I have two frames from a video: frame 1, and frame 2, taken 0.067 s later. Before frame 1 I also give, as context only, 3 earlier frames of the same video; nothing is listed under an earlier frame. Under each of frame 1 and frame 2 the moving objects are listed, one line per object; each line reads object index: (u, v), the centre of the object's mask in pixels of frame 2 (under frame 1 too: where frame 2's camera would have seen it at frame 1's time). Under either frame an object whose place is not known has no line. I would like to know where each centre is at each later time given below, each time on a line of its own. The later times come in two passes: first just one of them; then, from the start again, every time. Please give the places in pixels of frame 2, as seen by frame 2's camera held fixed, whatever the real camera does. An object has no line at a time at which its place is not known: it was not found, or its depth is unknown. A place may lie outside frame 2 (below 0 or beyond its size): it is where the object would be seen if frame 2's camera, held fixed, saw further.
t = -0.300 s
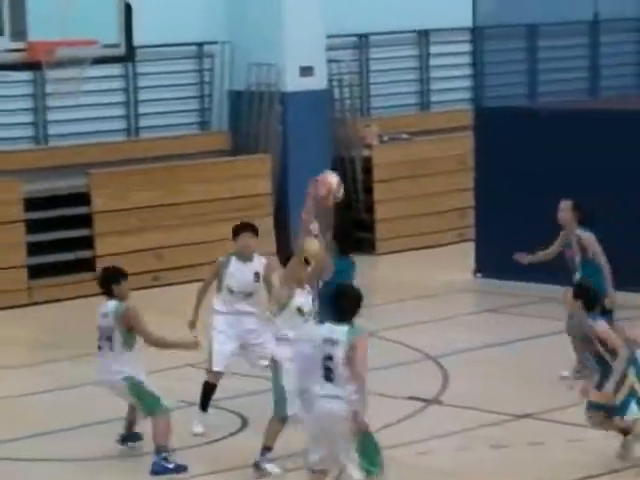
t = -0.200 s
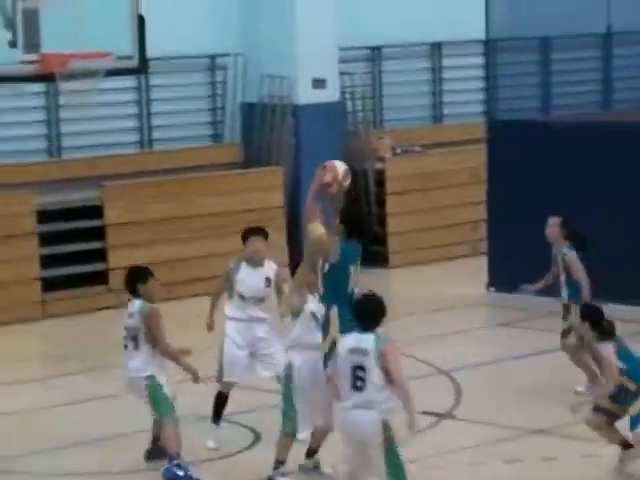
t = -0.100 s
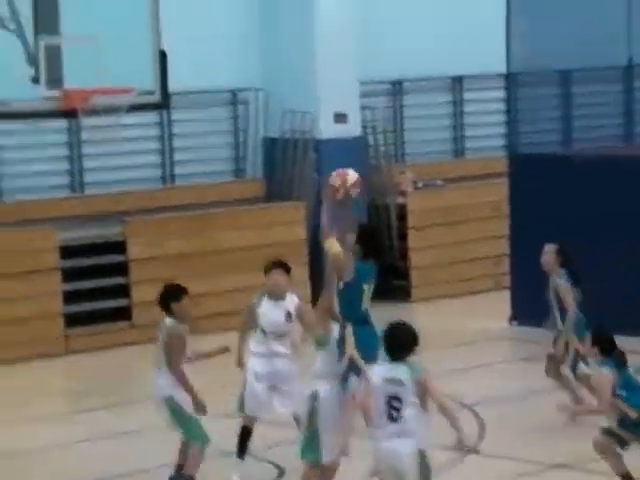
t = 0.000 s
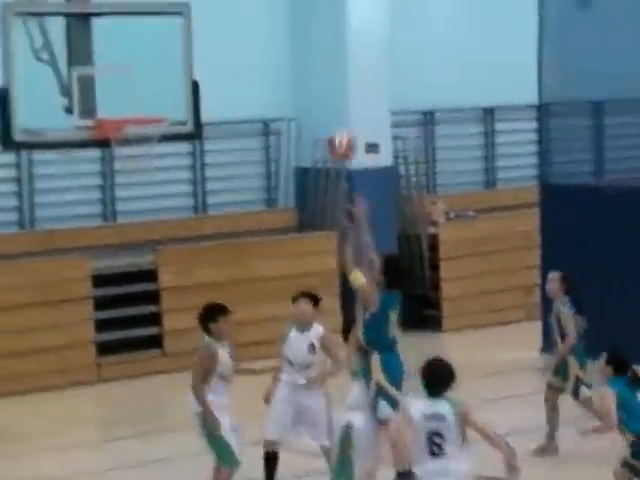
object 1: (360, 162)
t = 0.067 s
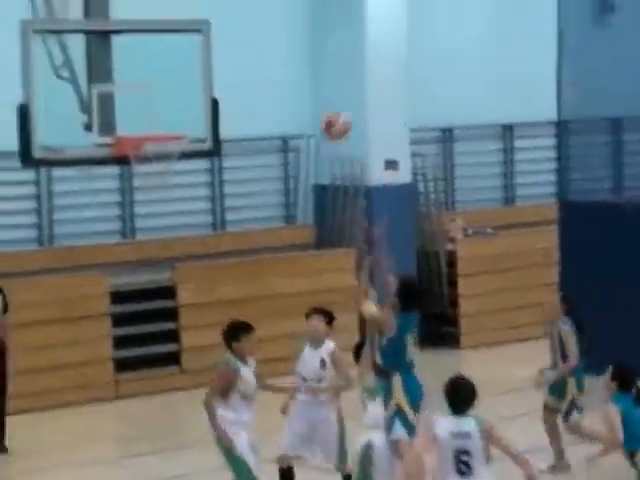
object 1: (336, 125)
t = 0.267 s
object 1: (264, 45)
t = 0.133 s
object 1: (312, 91)
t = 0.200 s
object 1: (287, 65)
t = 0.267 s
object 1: (264, 45)
